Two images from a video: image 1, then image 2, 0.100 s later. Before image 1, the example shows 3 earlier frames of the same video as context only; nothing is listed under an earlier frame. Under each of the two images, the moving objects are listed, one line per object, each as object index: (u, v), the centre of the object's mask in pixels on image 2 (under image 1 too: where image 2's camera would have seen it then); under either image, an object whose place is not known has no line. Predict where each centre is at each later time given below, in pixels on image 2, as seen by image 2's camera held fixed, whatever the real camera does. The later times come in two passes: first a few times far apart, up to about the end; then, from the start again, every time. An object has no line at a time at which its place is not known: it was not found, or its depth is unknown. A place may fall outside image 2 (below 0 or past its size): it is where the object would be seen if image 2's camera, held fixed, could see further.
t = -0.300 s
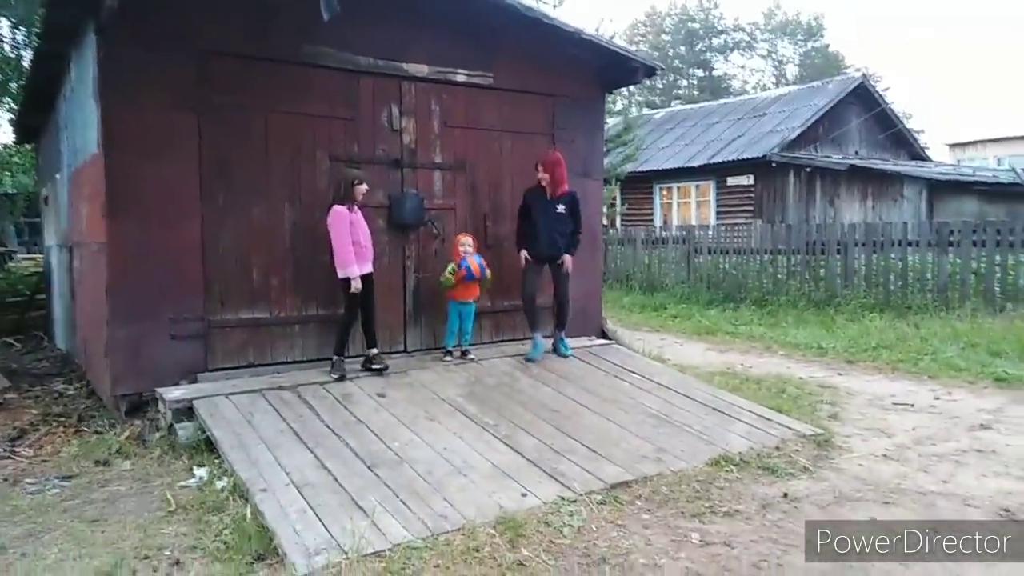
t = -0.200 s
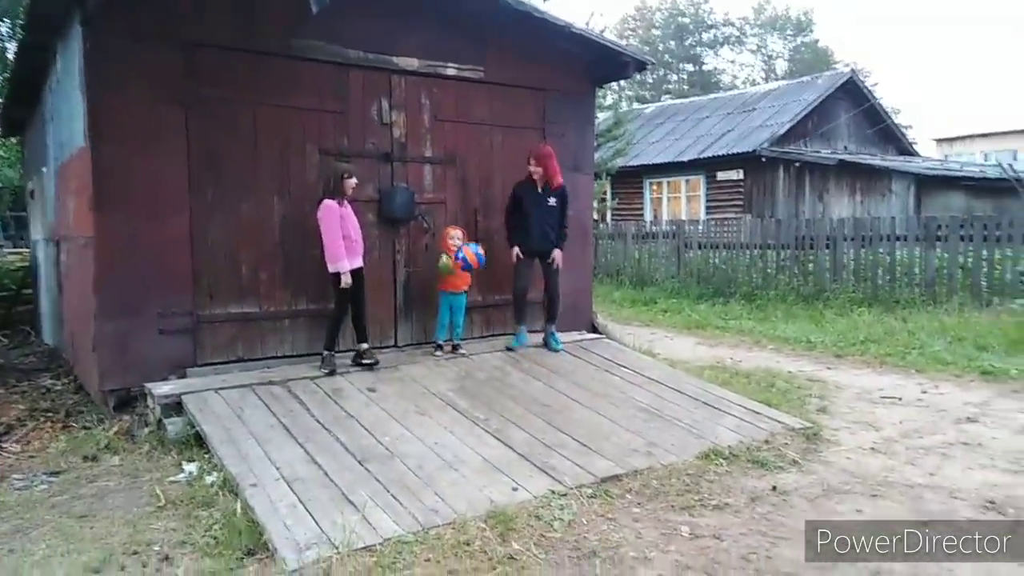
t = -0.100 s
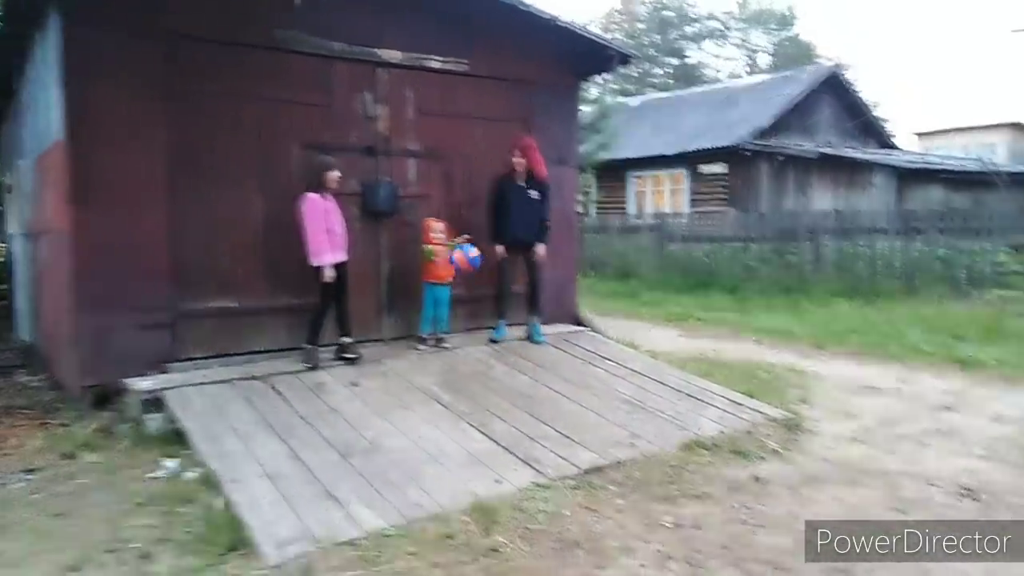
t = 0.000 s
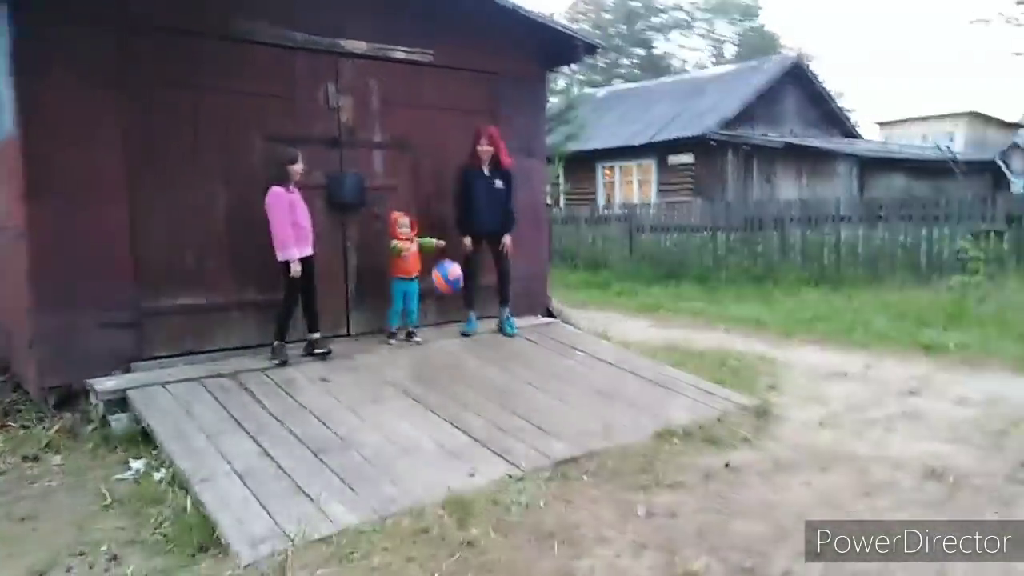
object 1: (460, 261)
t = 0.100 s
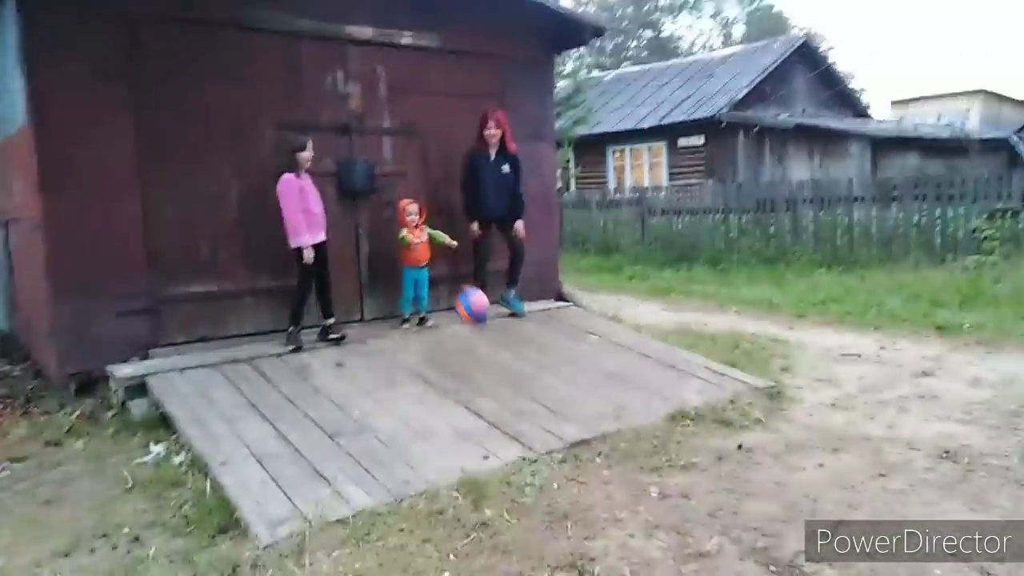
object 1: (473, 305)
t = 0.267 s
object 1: (499, 367)
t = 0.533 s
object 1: (534, 379)
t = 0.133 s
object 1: (478, 324)
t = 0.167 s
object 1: (484, 346)
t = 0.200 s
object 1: (490, 370)
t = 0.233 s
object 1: (495, 374)
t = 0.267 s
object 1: (499, 367)
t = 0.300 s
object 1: (503, 362)
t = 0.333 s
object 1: (508, 359)
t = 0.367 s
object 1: (511, 357)
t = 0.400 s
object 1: (516, 358)
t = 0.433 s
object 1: (521, 361)
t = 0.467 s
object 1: (525, 365)
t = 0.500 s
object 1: (530, 371)
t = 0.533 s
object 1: (534, 379)
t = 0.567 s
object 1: (540, 389)
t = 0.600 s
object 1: (547, 401)
